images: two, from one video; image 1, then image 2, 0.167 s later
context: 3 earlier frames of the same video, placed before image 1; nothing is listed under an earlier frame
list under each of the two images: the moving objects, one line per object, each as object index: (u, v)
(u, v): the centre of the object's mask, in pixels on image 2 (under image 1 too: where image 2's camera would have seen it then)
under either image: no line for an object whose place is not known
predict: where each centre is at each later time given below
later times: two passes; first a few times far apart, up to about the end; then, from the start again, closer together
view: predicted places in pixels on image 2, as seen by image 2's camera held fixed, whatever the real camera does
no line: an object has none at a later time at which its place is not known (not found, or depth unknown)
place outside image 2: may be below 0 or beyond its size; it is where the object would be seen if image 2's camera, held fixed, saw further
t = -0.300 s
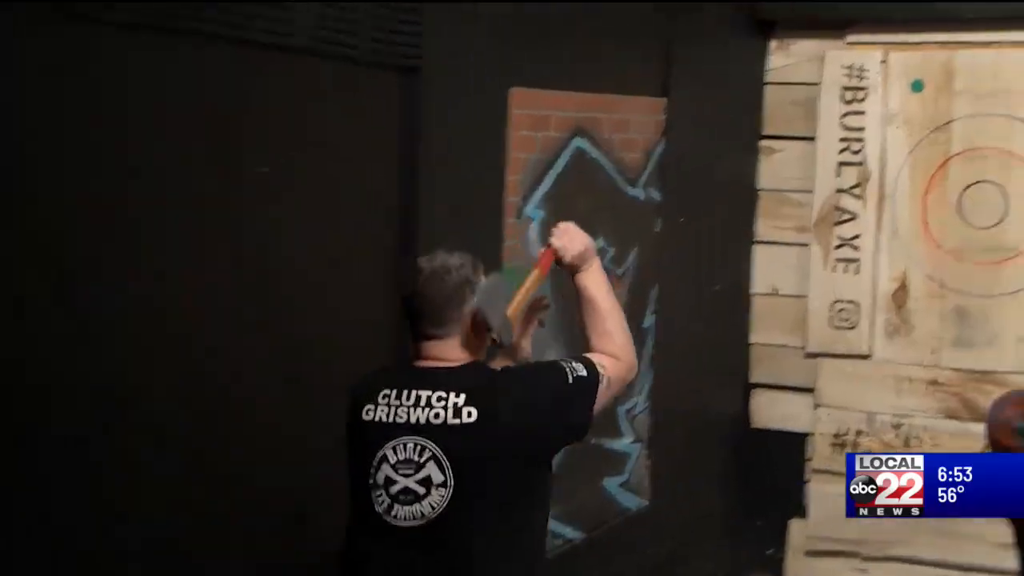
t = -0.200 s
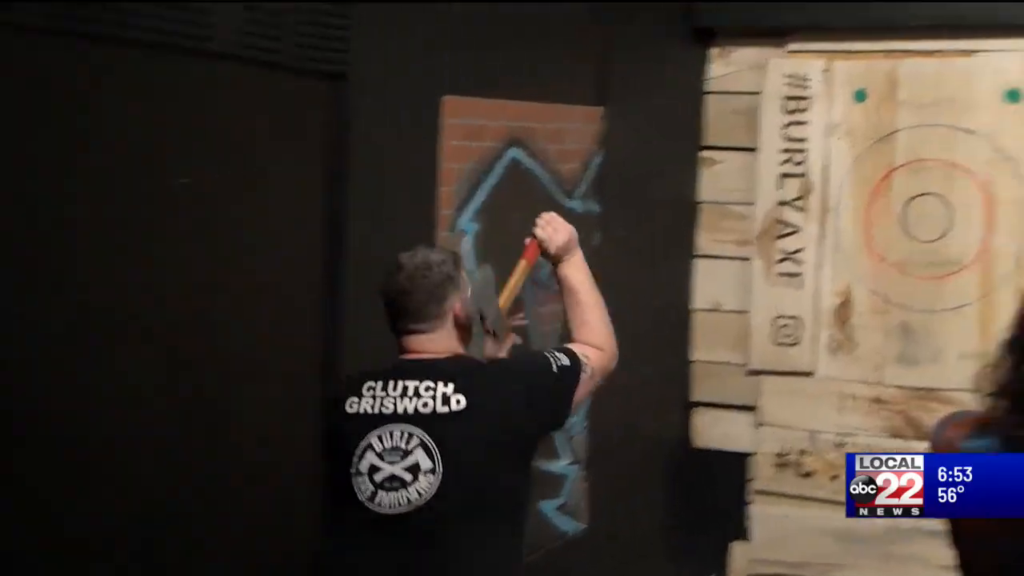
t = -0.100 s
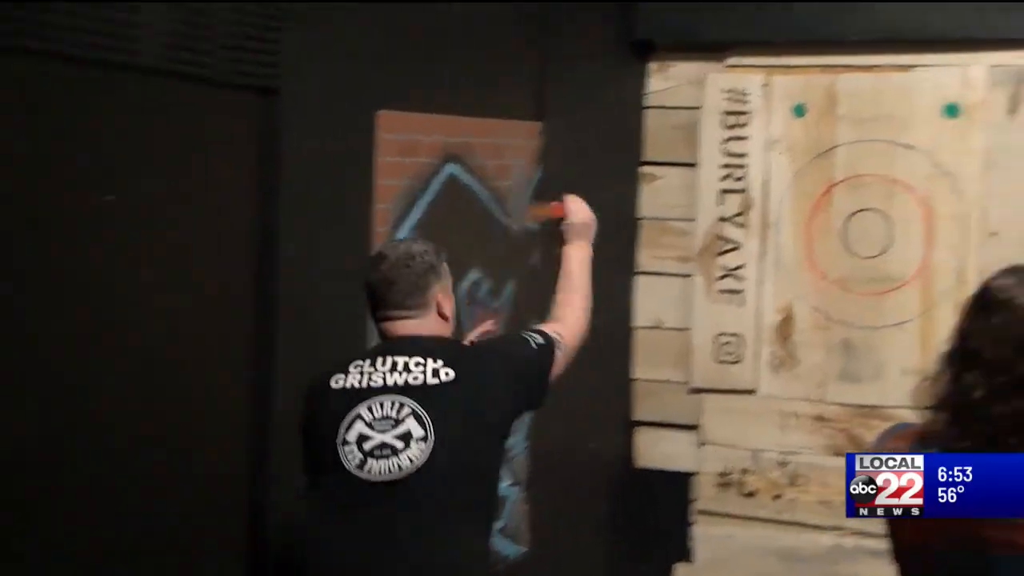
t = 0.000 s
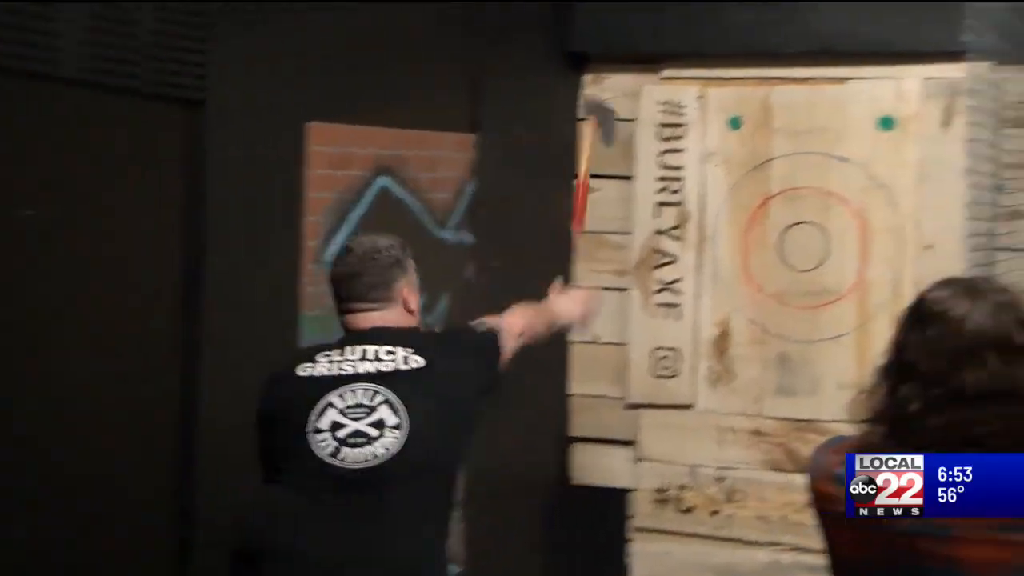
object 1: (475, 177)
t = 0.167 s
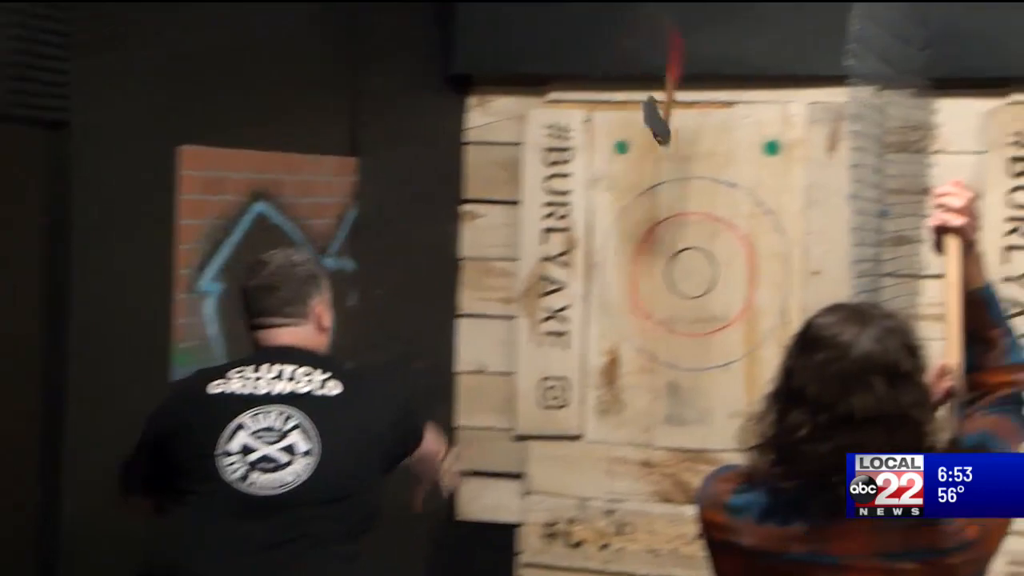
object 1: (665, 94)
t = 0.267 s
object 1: (744, 175)
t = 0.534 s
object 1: (760, 188)
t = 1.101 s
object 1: (759, 189)
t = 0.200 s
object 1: (686, 123)
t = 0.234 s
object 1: (722, 166)
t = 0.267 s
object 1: (744, 175)
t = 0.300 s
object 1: (760, 191)
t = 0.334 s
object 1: (762, 191)
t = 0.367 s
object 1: (761, 190)
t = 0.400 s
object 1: (761, 189)
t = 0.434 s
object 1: (760, 189)
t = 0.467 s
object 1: (760, 189)
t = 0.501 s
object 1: (760, 188)
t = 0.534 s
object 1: (760, 188)
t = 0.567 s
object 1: (760, 189)
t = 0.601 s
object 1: (759, 190)
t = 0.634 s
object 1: (759, 189)
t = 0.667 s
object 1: (759, 189)
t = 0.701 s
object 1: (759, 189)
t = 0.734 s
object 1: (759, 189)
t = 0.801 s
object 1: (760, 189)
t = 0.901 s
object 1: (759, 189)
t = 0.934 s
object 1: (759, 189)
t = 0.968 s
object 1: (759, 188)
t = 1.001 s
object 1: (760, 189)
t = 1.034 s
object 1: (760, 189)
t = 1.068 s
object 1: (759, 189)
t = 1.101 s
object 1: (759, 189)
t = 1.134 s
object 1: (759, 189)
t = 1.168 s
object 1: (759, 188)
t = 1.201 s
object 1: (760, 188)
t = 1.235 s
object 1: (759, 188)
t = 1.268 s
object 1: (759, 188)
